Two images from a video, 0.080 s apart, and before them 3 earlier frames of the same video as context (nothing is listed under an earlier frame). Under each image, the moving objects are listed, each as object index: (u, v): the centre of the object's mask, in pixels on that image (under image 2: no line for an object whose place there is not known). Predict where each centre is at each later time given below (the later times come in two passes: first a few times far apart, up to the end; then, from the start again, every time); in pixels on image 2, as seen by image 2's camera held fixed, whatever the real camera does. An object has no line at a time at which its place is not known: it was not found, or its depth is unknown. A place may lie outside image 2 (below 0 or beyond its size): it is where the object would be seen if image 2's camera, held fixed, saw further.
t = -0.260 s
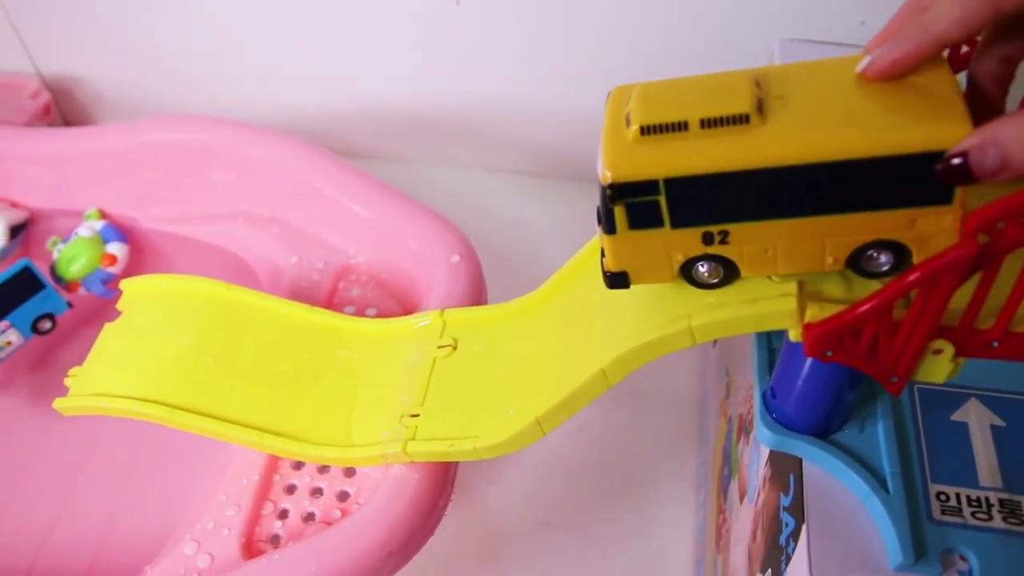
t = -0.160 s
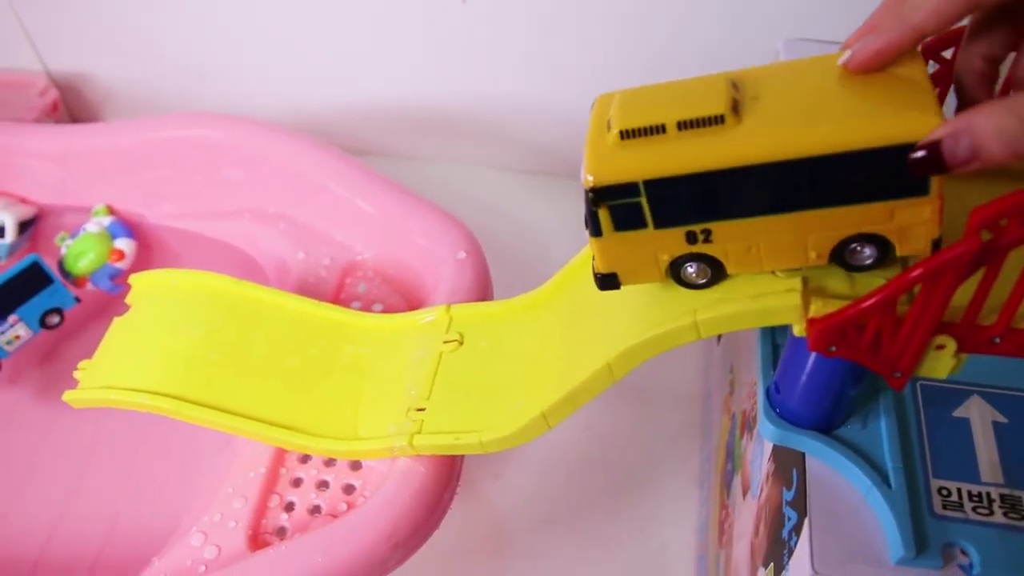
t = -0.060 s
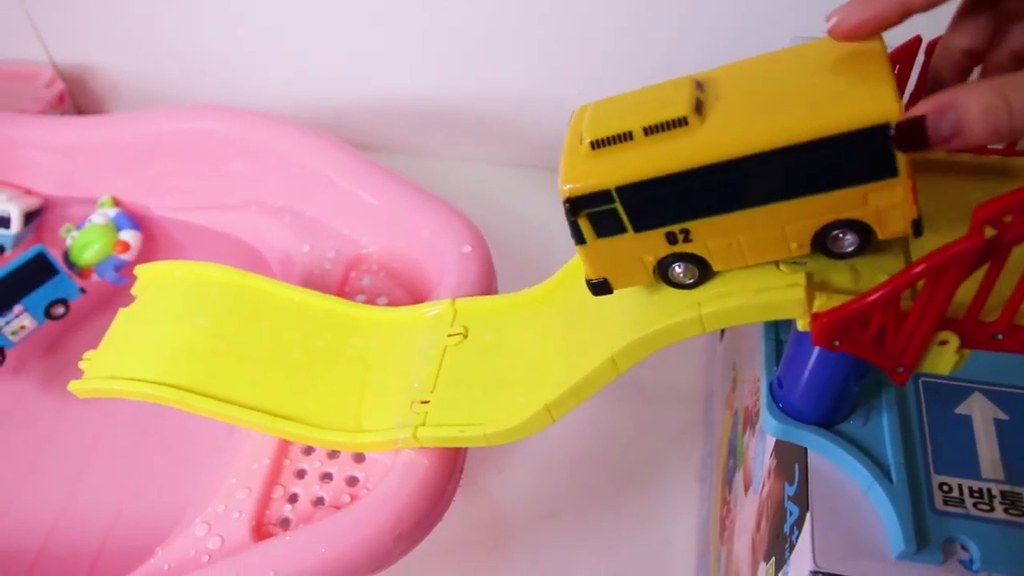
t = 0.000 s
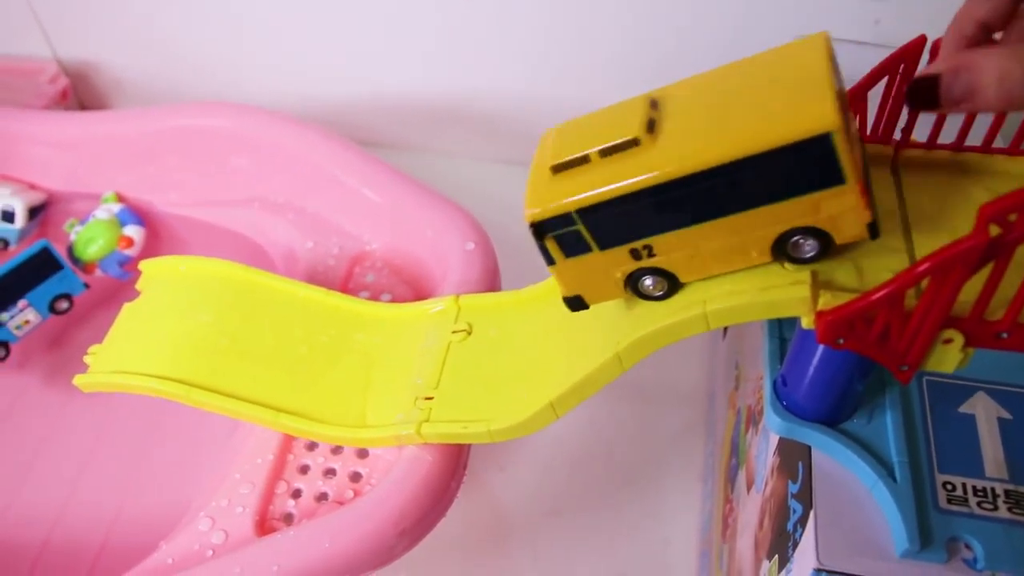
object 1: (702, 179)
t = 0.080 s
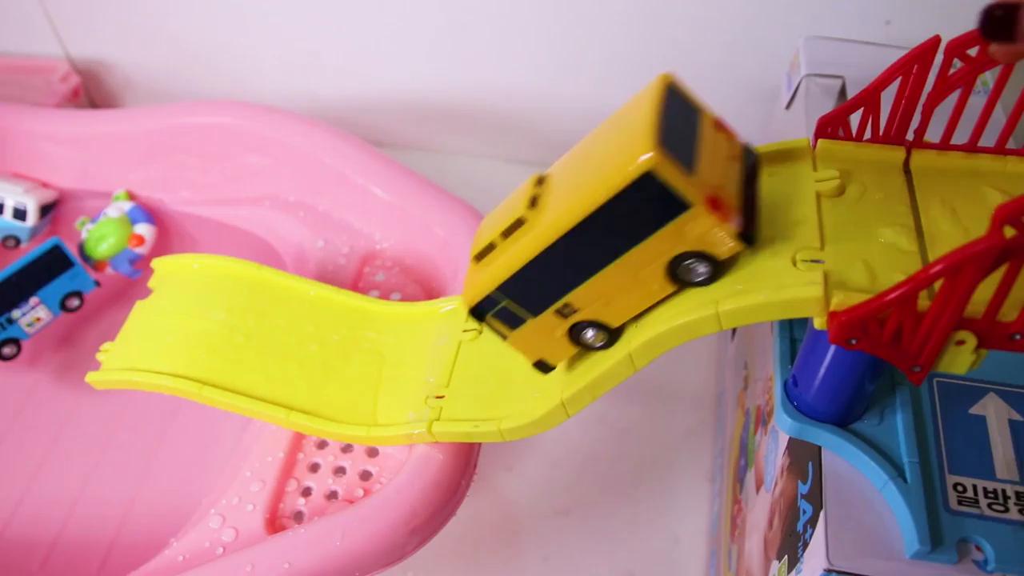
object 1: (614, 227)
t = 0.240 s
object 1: (339, 304)
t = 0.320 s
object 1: (228, 293)
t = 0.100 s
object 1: (582, 249)
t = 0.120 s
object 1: (546, 268)
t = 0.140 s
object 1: (509, 285)
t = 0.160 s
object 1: (474, 302)
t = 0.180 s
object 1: (439, 319)
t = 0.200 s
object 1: (405, 327)
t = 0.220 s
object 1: (370, 315)
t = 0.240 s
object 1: (339, 304)
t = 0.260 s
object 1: (308, 296)
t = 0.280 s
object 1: (279, 291)
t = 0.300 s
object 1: (252, 291)
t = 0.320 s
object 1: (228, 293)
